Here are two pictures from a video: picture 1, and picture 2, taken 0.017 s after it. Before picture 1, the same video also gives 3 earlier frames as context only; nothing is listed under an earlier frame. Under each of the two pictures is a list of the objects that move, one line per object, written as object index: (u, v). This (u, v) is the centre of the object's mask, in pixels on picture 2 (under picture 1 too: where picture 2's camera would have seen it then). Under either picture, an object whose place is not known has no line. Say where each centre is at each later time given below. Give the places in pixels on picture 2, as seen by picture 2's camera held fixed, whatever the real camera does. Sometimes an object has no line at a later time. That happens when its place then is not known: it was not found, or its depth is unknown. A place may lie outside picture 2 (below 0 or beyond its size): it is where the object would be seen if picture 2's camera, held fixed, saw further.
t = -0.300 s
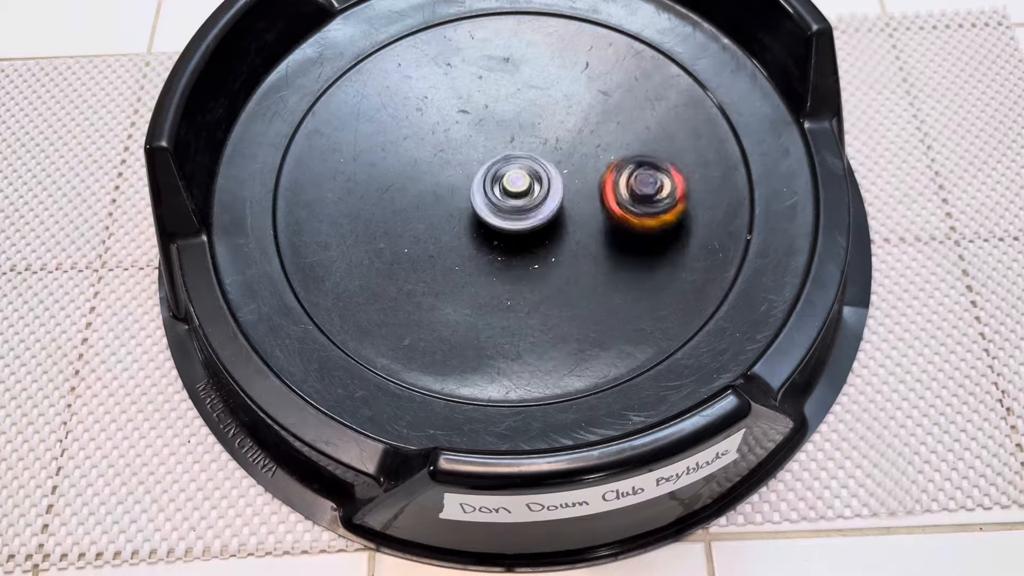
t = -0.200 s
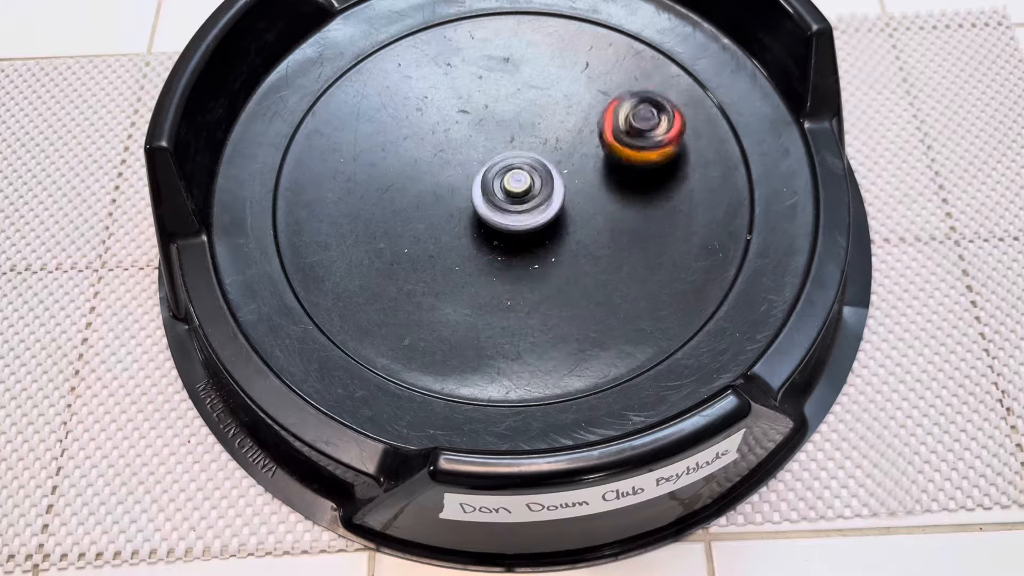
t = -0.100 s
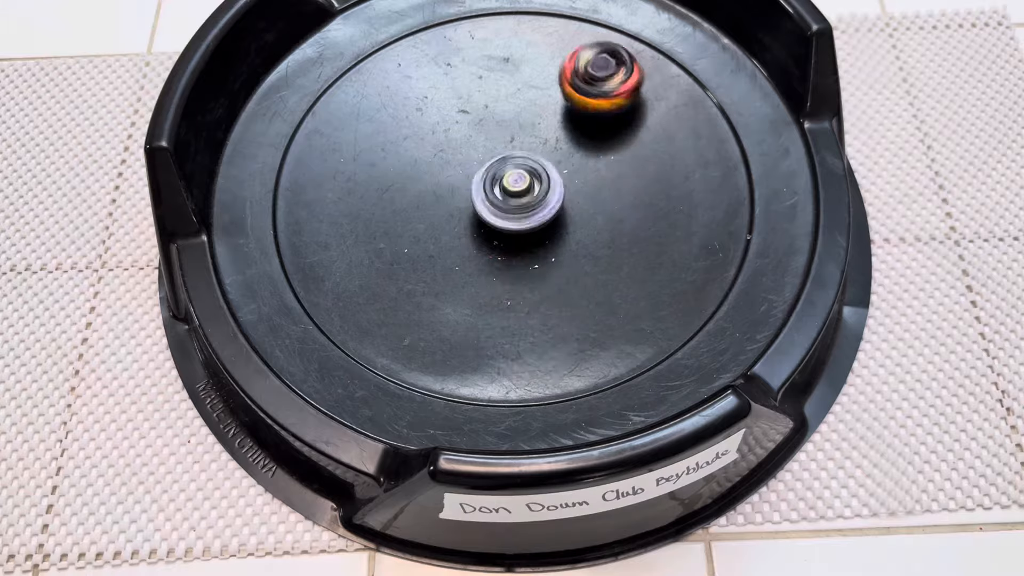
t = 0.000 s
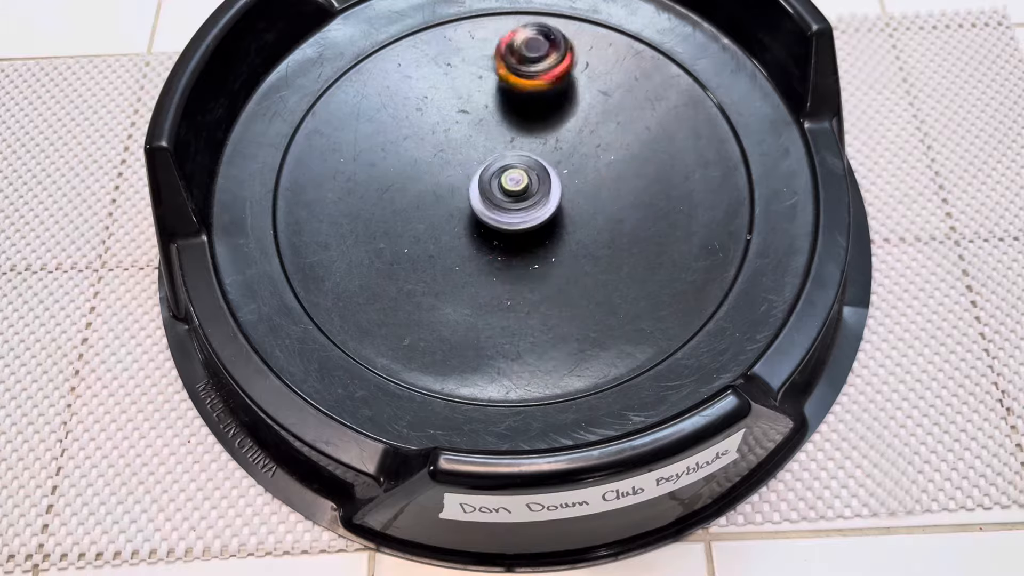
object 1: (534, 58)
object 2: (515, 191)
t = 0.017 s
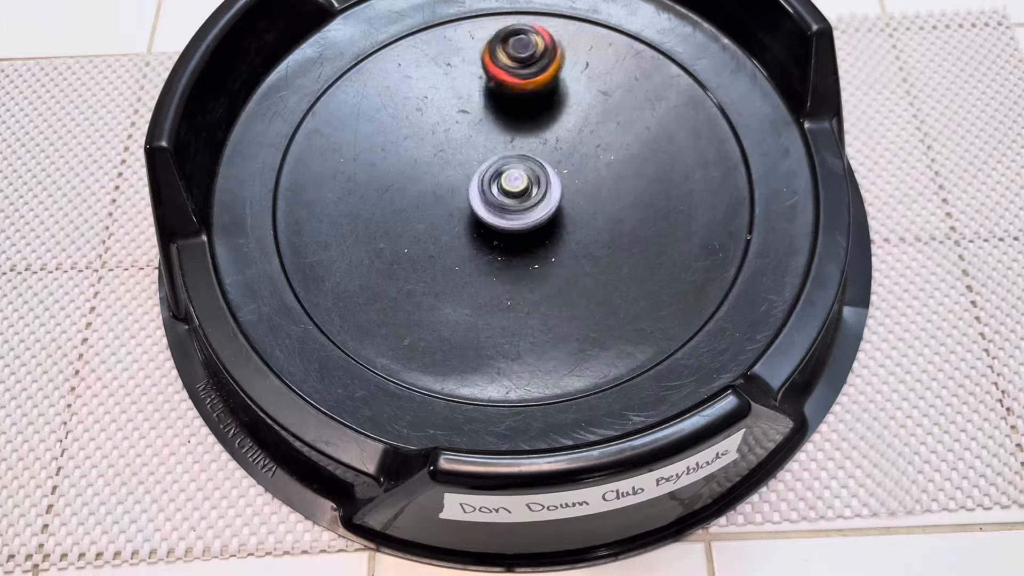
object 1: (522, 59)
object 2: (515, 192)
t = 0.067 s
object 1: (486, 65)
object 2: (514, 192)
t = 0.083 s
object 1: (475, 69)
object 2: (513, 192)
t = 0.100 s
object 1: (463, 73)
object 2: (513, 192)
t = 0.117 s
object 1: (453, 79)
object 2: (512, 192)
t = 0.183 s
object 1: (416, 107)
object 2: (510, 193)
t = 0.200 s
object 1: (409, 114)
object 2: (509, 193)
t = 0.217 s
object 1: (401, 125)
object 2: (509, 194)
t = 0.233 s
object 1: (396, 132)
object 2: (509, 194)
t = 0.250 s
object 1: (389, 143)
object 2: (508, 194)
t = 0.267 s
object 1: (386, 153)
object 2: (507, 194)
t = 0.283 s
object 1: (383, 164)
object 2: (507, 195)
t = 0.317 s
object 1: (379, 184)
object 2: (507, 194)
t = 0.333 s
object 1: (380, 194)
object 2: (506, 195)
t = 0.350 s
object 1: (380, 206)
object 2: (506, 195)
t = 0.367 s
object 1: (383, 216)
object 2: (506, 195)
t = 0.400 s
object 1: (390, 237)
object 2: (504, 195)
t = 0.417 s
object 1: (395, 248)
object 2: (504, 195)
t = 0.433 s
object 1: (403, 257)
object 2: (504, 195)
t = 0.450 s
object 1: (410, 266)
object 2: (503, 195)
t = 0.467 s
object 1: (420, 273)
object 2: (503, 195)
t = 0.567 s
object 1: (494, 301)
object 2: (501, 195)
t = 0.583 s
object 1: (507, 302)
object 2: (501, 194)
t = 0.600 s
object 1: (521, 300)
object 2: (501, 195)
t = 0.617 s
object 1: (534, 298)
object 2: (500, 195)
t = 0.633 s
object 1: (547, 296)
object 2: (501, 194)
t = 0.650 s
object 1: (559, 291)
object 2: (500, 194)
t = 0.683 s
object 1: (582, 279)
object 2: (501, 194)
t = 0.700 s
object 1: (593, 271)
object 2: (500, 193)
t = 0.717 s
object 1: (601, 263)
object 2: (499, 193)
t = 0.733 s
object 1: (610, 253)
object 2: (500, 193)
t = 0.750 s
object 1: (616, 244)
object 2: (500, 193)
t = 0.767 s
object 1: (623, 234)
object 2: (499, 192)
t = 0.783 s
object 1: (626, 225)
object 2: (499, 192)
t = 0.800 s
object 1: (631, 213)
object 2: (499, 192)
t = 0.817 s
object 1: (632, 204)
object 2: (500, 191)
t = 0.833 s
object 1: (635, 192)
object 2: (499, 190)
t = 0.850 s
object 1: (634, 183)
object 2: (499, 190)
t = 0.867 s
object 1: (634, 172)
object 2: (500, 190)
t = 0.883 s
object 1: (631, 162)
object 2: (499, 189)
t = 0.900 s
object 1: (629, 151)
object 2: (499, 189)
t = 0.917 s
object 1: (624, 143)
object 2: (499, 189)
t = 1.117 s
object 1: (521, 68)
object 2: (498, 184)
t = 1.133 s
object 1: (510, 67)
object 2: (498, 183)
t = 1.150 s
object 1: (497, 67)
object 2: (498, 183)
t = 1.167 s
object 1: (486, 68)
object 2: (497, 183)
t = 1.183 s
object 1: (474, 68)
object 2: (498, 182)
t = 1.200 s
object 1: (463, 72)
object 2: (498, 182)
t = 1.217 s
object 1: (452, 74)
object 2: (497, 182)
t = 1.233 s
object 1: (442, 79)
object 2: (497, 183)
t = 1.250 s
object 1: (431, 84)
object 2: (498, 182)
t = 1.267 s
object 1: (423, 90)
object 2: (498, 182)
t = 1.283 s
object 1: (414, 97)
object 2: (497, 182)
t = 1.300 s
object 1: (407, 104)
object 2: (498, 182)
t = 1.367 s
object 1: (385, 139)
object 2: (499, 183)
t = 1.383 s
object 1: (381, 149)
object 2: (499, 183)
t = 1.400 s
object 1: (380, 160)
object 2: (499, 183)
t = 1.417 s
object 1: (379, 170)
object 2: (500, 183)
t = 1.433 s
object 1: (380, 180)
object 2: (500, 183)
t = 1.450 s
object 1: (381, 190)
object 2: (501, 183)
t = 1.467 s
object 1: (385, 200)
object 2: (501, 183)
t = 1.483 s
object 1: (389, 210)
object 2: (502, 184)
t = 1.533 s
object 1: (408, 238)
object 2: (503, 183)
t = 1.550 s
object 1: (415, 247)
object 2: (504, 184)
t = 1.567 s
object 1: (425, 252)
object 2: (505, 183)
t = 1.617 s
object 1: (457, 271)
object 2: (506, 182)
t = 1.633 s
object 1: (471, 274)
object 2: (506, 181)
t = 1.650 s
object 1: (483, 278)
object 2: (506, 181)
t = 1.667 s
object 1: (496, 279)
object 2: (507, 182)
